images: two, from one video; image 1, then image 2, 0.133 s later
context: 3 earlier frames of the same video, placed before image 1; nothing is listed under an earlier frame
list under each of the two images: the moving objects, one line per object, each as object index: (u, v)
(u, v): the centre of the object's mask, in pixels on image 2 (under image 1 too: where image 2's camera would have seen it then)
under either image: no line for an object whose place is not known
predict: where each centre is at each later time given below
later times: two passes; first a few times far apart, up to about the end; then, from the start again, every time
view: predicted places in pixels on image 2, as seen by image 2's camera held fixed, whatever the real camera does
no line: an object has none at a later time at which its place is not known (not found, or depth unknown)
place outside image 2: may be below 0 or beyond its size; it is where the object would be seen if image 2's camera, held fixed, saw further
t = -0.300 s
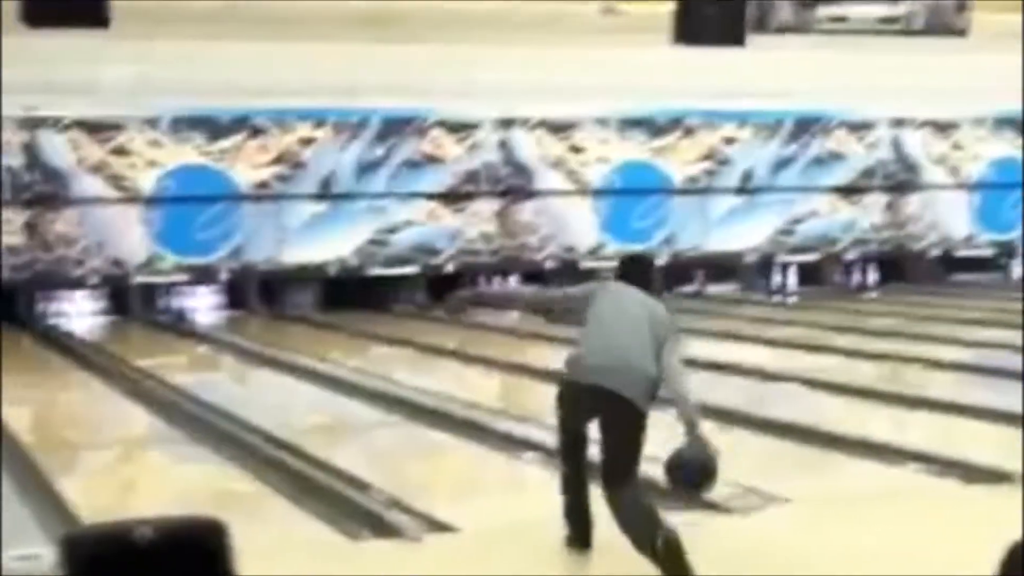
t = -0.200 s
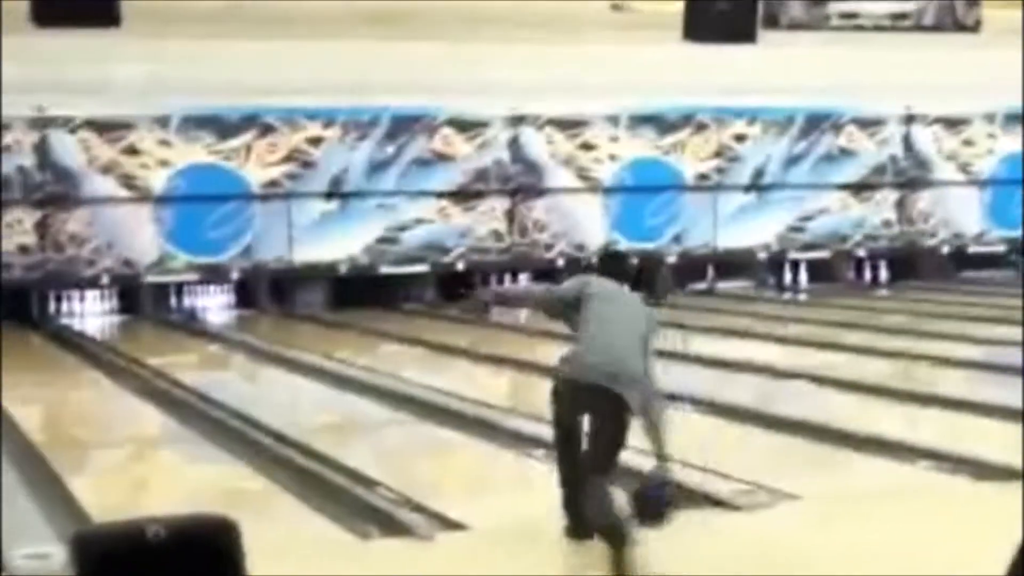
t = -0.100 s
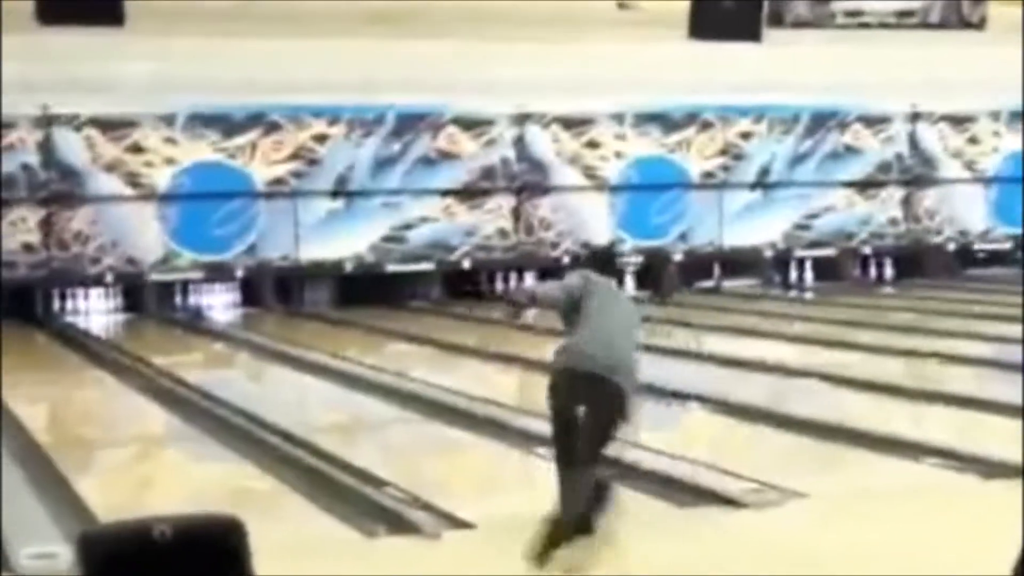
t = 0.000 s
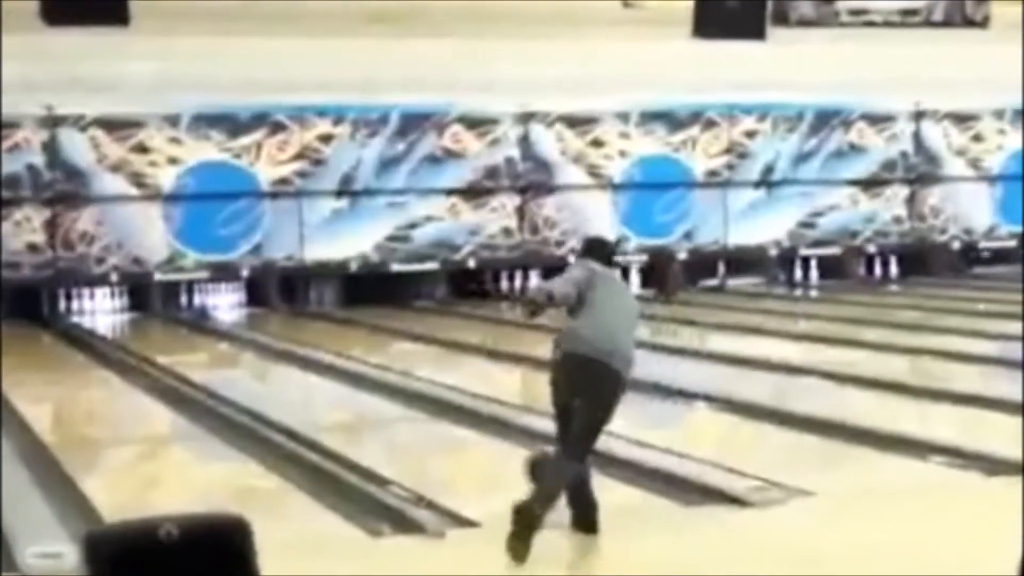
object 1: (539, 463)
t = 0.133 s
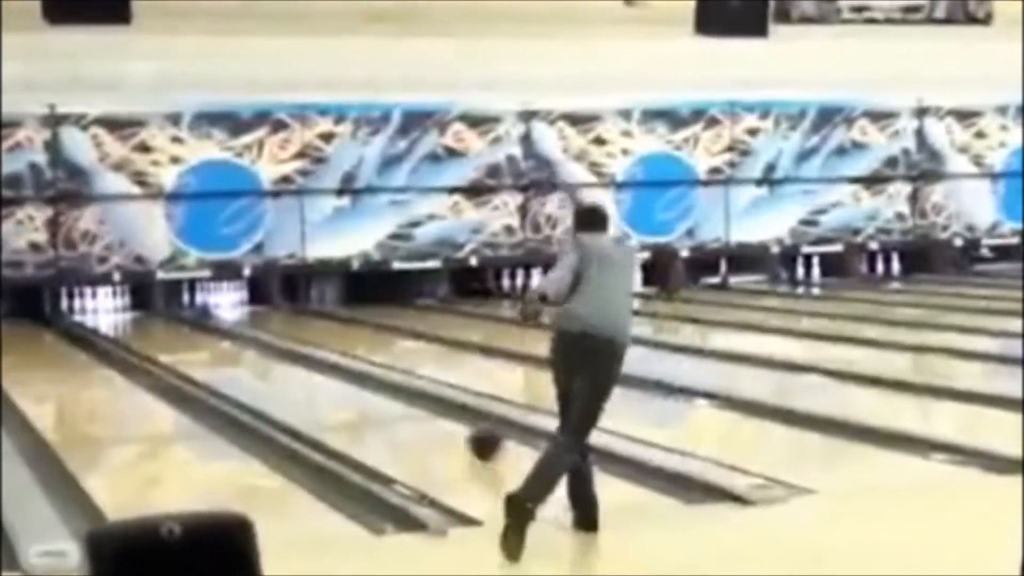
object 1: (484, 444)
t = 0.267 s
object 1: (434, 425)
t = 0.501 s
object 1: (363, 398)
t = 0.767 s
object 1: (304, 374)
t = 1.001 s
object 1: (263, 359)
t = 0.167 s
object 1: (470, 440)
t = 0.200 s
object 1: (458, 435)
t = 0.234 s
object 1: (445, 430)
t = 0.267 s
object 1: (434, 425)
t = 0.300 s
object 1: (423, 420)
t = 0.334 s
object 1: (412, 415)
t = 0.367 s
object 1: (402, 413)
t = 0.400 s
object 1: (392, 409)
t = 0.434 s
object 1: (383, 405)
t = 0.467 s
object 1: (373, 400)
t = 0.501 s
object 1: (363, 398)
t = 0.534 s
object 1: (355, 394)
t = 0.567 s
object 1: (347, 390)
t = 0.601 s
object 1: (340, 388)
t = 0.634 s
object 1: (333, 384)
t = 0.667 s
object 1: (326, 381)
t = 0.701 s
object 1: (318, 378)
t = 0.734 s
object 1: (311, 376)
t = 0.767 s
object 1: (304, 374)
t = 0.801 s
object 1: (297, 371)
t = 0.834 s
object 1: (291, 368)
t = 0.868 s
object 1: (284, 366)
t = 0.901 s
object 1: (279, 364)
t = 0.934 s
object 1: (273, 362)
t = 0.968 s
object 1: (267, 360)
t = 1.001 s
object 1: (263, 359)
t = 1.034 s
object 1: (257, 356)
